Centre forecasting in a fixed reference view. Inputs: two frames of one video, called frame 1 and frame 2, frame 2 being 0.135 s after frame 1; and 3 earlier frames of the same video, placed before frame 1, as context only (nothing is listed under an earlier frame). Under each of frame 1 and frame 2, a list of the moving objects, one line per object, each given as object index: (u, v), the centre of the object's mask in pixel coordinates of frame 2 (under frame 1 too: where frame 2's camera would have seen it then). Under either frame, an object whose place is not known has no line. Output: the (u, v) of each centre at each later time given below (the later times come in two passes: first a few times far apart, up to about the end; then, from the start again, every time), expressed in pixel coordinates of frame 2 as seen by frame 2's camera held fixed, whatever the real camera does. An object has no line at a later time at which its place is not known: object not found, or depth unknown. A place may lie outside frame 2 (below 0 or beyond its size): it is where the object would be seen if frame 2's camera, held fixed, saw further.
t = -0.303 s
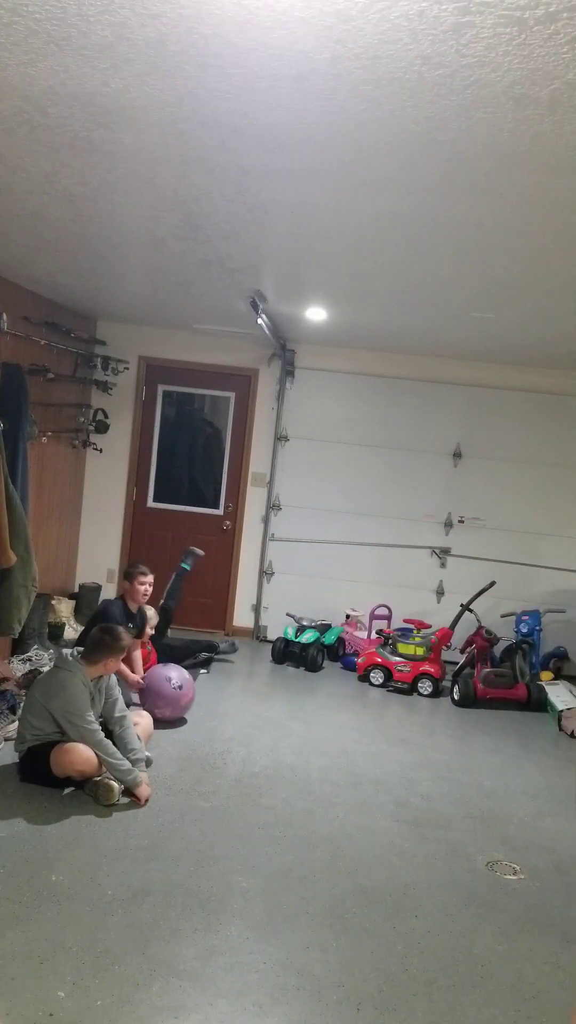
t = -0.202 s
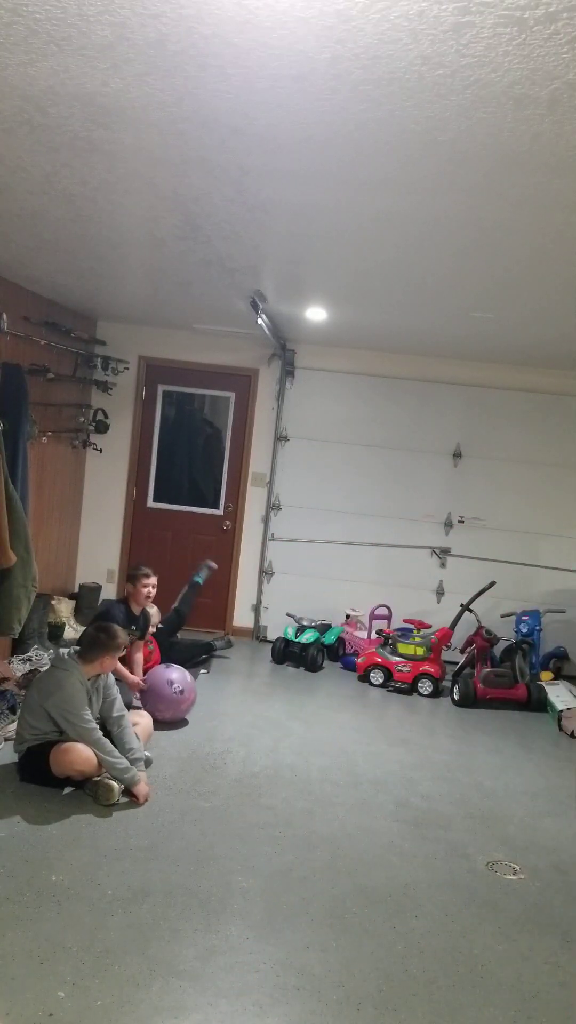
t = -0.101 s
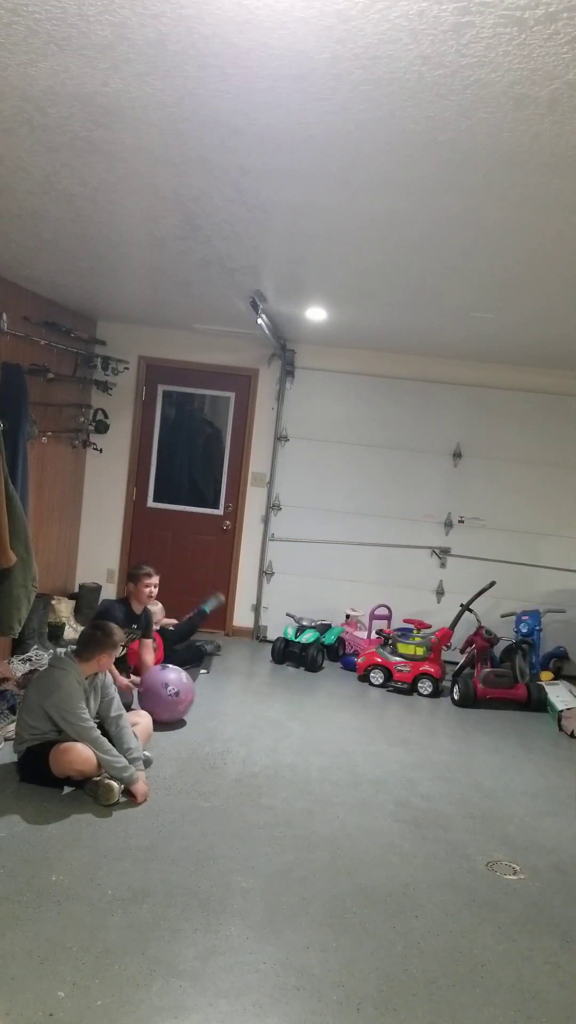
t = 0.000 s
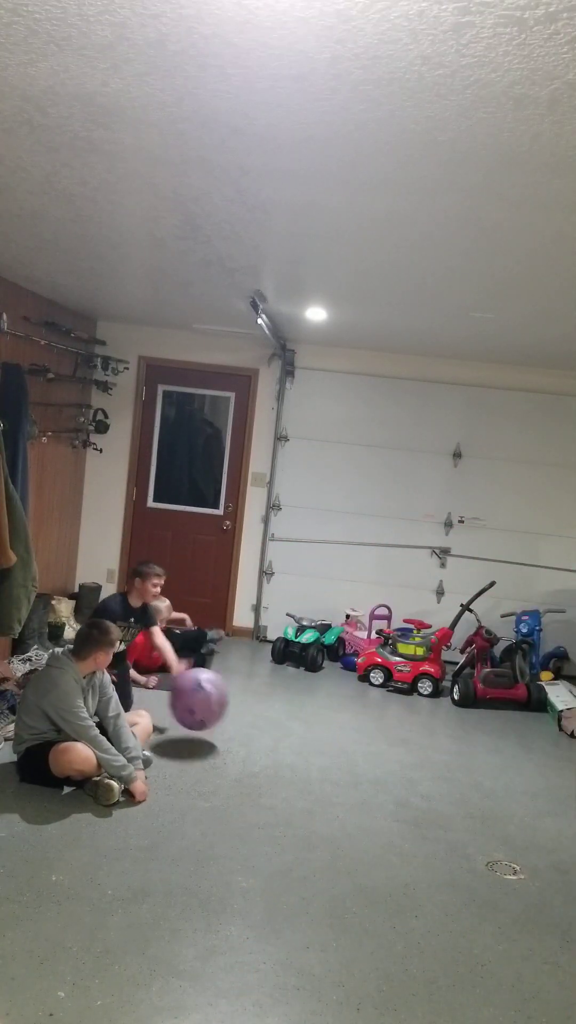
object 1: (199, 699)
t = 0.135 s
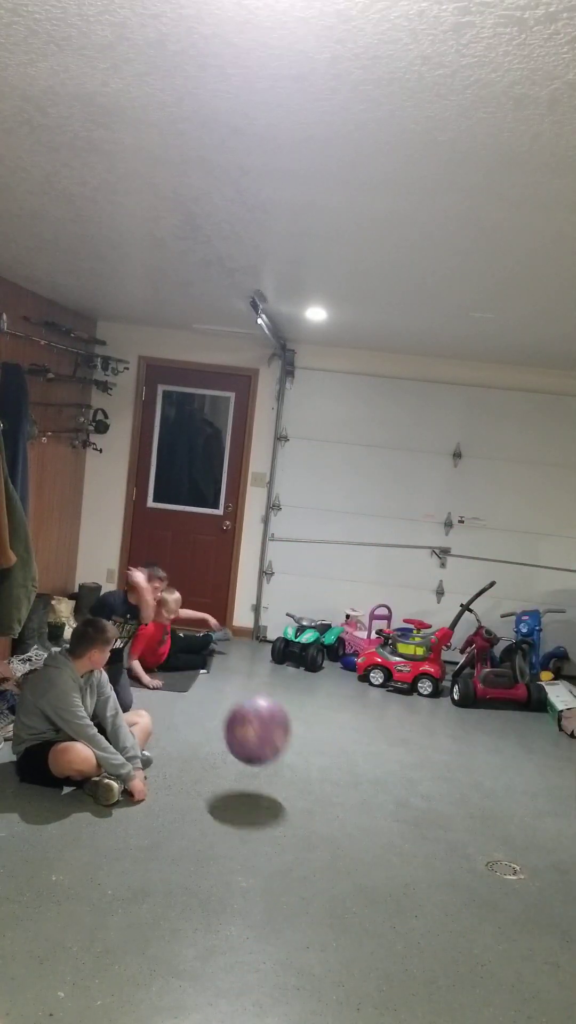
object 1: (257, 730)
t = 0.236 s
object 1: (302, 778)
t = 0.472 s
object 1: (414, 886)
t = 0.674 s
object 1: (513, 995)
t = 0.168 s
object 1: (272, 744)
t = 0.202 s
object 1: (287, 760)
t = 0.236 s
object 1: (302, 778)
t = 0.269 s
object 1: (318, 799)
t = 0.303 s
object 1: (334, 824)
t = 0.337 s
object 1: (350, 850)
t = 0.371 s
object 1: (365, 863)
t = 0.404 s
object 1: (381, 867)
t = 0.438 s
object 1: (398, 875)
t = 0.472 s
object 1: (414, 886)
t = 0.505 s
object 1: (431, 900)
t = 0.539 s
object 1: (447, 920)
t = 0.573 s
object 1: (464, 942)
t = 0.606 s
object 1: (481, 967)
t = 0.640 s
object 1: (496, 981)
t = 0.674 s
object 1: (513, 995)
